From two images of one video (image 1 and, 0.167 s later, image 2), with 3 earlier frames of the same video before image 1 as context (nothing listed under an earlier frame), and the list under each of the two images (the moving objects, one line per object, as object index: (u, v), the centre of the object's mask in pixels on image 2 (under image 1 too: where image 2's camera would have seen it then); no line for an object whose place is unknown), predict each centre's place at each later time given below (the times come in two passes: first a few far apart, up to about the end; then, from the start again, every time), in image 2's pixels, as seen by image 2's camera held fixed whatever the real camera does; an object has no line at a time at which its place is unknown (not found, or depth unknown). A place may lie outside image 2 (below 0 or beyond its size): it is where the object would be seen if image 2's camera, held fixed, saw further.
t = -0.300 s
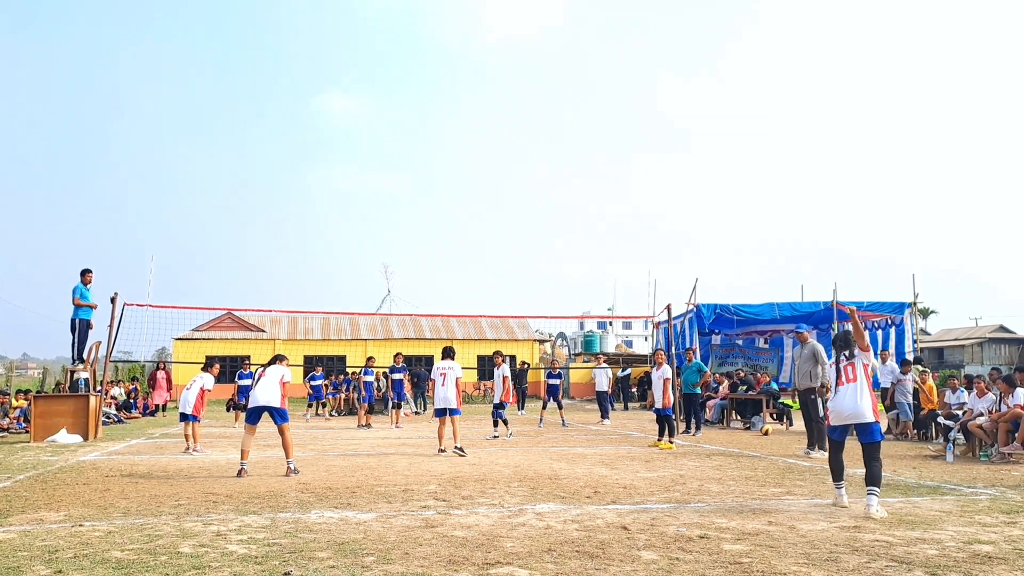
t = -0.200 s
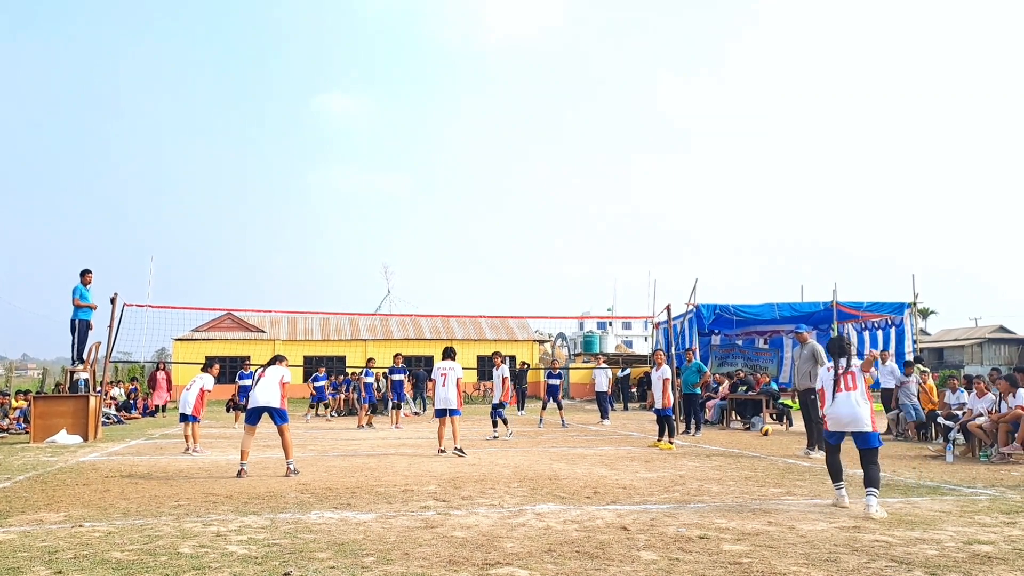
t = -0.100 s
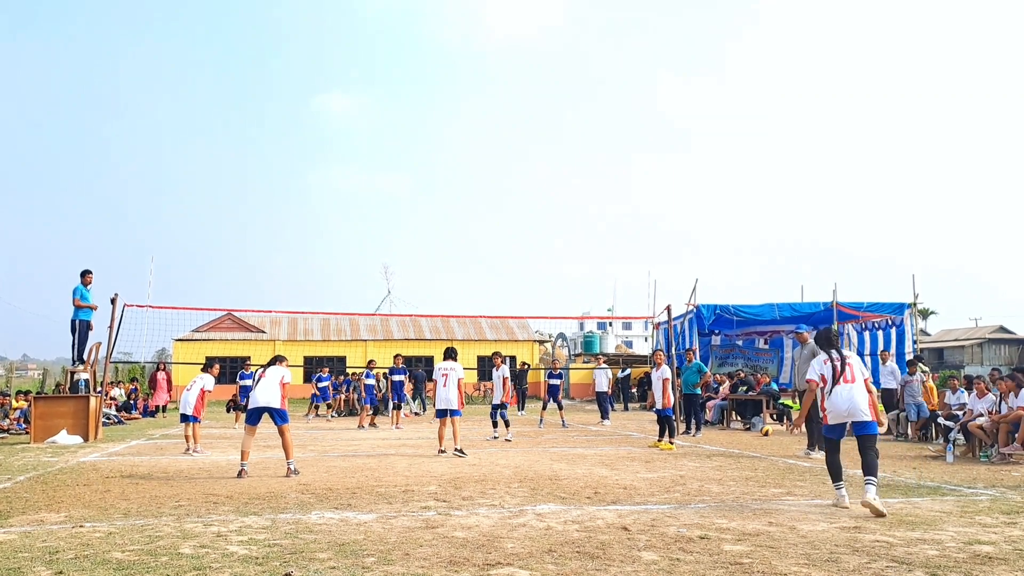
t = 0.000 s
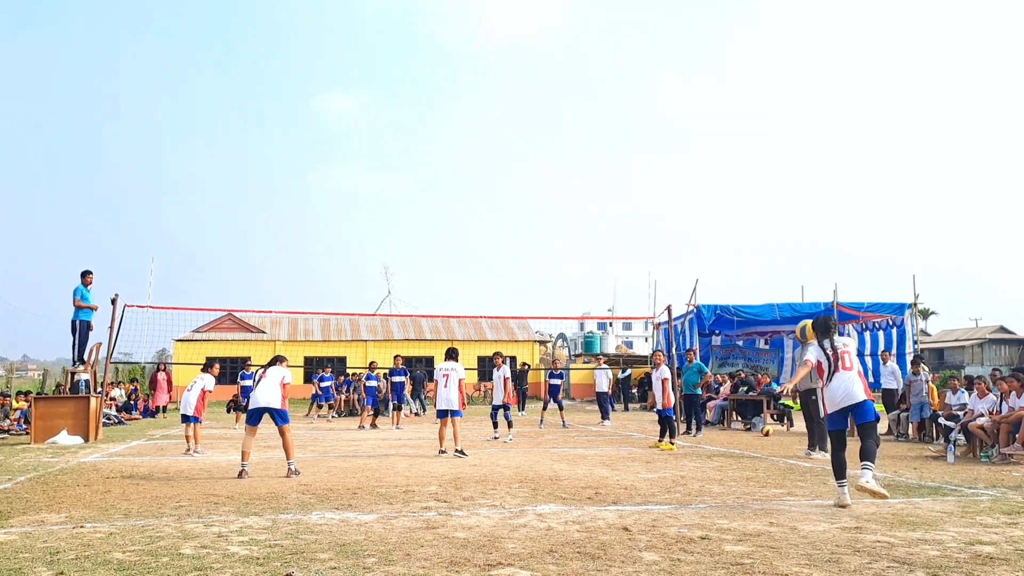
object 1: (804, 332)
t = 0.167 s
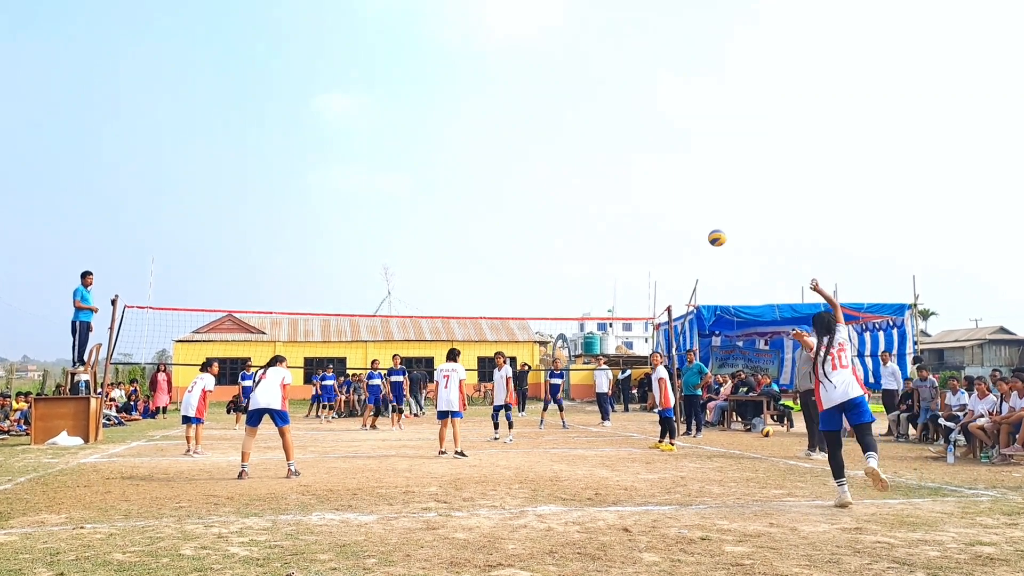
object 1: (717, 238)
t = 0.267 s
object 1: (674, 207)
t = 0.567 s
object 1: (585, 177)
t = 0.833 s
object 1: (532, 199)
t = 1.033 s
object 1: (504, 232)
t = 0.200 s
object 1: (702, 226)
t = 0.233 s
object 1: (688, 216)
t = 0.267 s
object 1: (674, 207)
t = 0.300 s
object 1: (662, 200)
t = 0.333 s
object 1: (650, 193)
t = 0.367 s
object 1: (639, 188)
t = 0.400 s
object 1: (629, 184)
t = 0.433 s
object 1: (620, 181)
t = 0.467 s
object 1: (610, 178)
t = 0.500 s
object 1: (602, 177)
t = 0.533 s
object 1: (593, 176)
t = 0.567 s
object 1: (585, 177)
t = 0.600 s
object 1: (577, 178)
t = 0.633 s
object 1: (570, 179)
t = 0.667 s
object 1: (562, 182)
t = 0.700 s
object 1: (556, 184)
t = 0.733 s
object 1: (549, 187)
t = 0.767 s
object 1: (543, 190)
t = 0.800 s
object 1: (538, 194)
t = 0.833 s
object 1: (532, 199)
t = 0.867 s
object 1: (527, 203)
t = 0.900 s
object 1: (522, 208)
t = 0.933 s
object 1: (518, 213)
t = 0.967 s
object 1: (513, 219)
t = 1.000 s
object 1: (509, 225)
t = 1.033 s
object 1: (504, 232)
